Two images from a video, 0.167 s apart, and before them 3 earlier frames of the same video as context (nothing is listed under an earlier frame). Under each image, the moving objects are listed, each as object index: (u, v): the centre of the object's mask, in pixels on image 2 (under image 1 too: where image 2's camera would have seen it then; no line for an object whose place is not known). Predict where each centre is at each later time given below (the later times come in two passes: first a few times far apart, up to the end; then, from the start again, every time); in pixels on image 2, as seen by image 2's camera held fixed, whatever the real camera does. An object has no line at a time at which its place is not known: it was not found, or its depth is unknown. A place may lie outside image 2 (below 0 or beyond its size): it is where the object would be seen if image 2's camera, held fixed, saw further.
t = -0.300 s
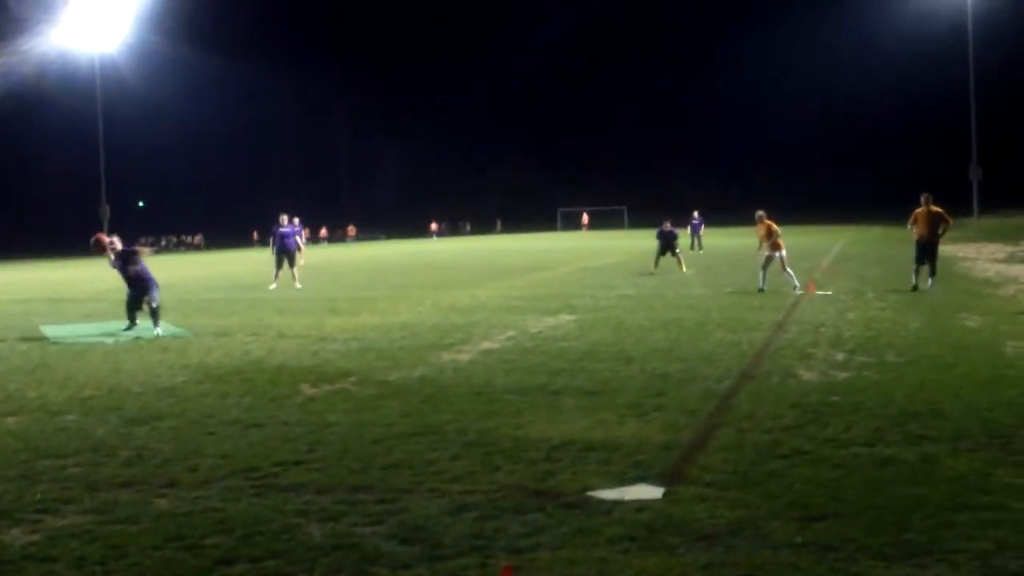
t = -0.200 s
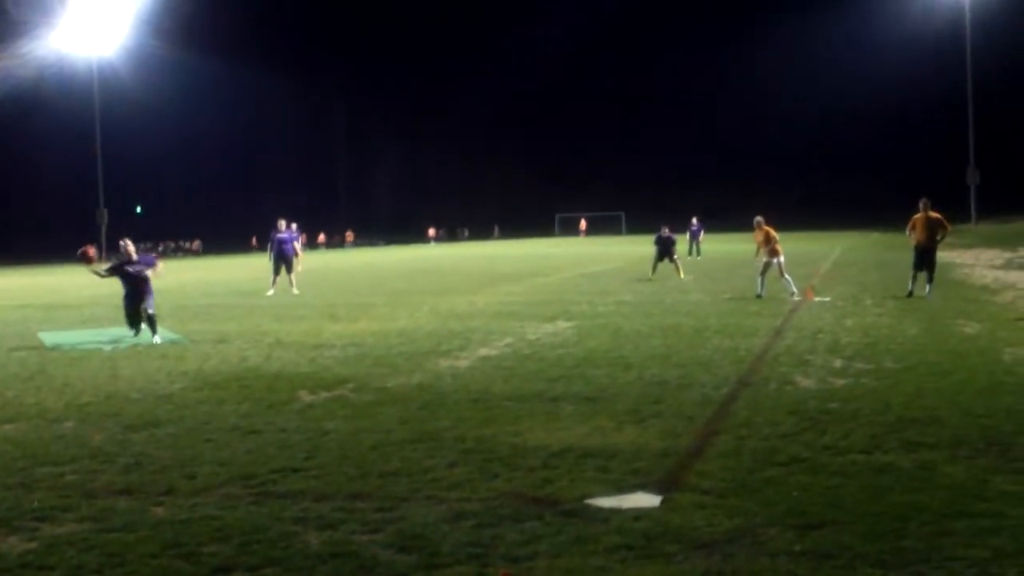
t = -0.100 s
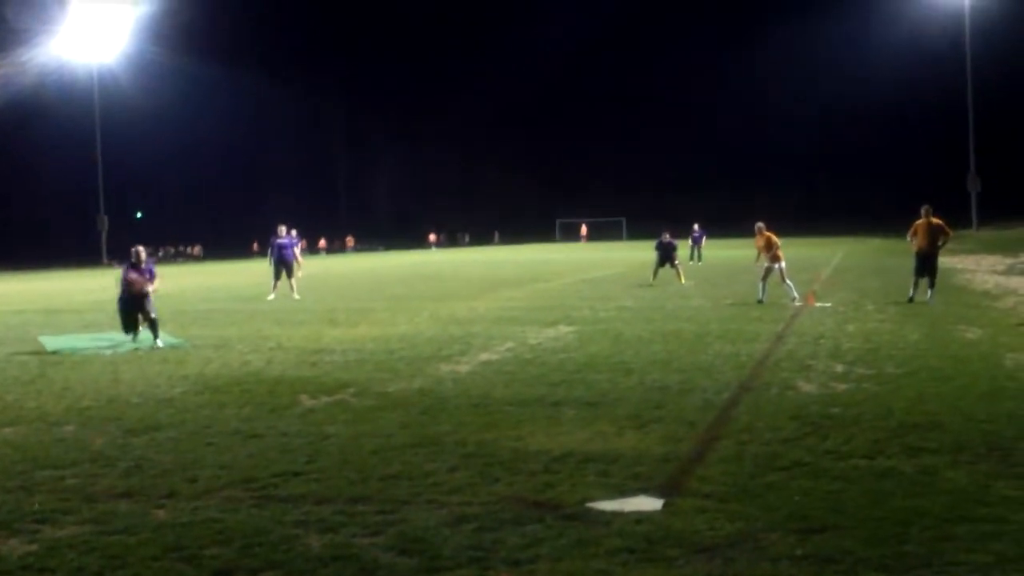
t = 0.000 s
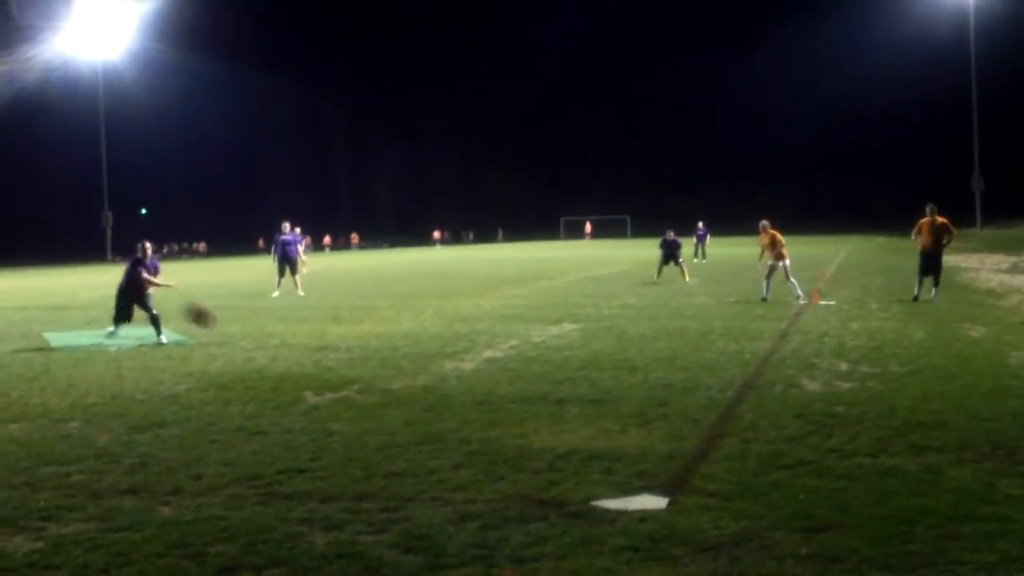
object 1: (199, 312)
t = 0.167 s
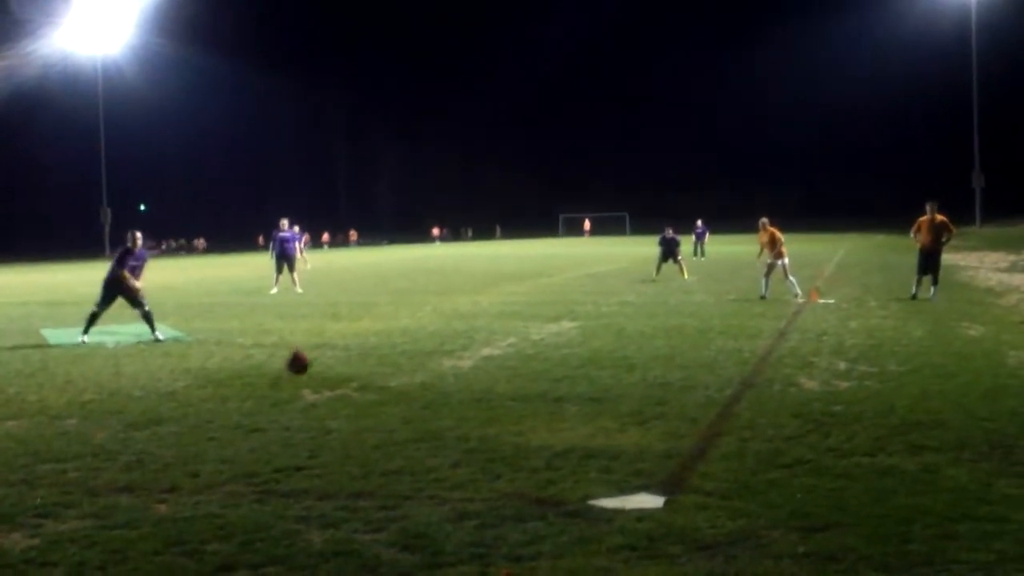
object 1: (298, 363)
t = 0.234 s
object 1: (310, 350)
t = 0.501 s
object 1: (369, 351)
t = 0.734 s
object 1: (438, 434)
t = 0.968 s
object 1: (514, 400)
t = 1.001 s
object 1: (528, 402)
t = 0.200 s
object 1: (305, 355)
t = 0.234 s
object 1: (310, 350)
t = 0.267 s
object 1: (317, 346)
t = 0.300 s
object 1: (324, 342)
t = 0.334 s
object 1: (331, 340)
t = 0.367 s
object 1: (338, 339)
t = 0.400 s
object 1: (346, 340)
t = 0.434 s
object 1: (354, 342)
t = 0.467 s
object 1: (361, 345)
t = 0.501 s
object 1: (369, 351)
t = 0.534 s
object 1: (378, 359)
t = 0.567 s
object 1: (388, 368)
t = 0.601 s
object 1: (397, 379)
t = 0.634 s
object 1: (406, 393)
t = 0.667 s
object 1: (417, 408)
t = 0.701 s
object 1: (427, 427)
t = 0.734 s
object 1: (438, 434)
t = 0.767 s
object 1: (448, 424)
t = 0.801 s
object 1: (459, 414)
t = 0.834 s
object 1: (468, 408)
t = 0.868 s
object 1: (479, 403)
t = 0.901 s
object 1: (490, 399)
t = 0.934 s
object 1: (501, 398)
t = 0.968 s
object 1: (514, 400)
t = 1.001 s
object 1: (528, 402)
